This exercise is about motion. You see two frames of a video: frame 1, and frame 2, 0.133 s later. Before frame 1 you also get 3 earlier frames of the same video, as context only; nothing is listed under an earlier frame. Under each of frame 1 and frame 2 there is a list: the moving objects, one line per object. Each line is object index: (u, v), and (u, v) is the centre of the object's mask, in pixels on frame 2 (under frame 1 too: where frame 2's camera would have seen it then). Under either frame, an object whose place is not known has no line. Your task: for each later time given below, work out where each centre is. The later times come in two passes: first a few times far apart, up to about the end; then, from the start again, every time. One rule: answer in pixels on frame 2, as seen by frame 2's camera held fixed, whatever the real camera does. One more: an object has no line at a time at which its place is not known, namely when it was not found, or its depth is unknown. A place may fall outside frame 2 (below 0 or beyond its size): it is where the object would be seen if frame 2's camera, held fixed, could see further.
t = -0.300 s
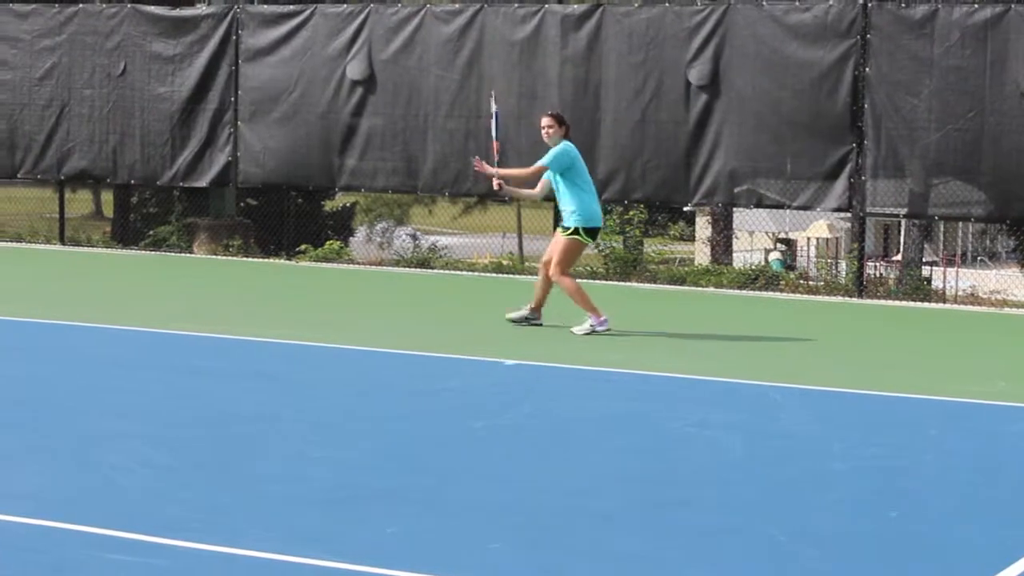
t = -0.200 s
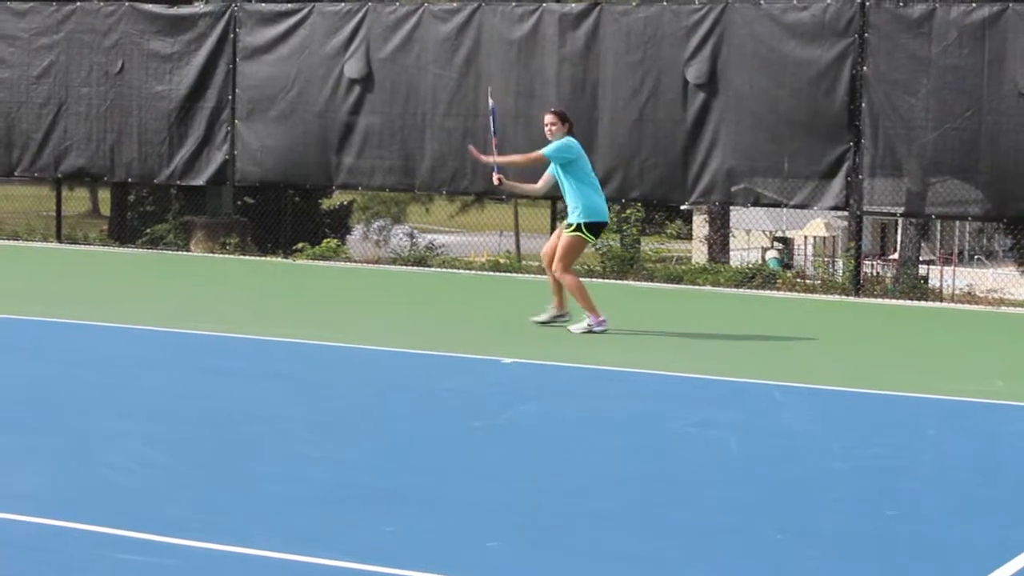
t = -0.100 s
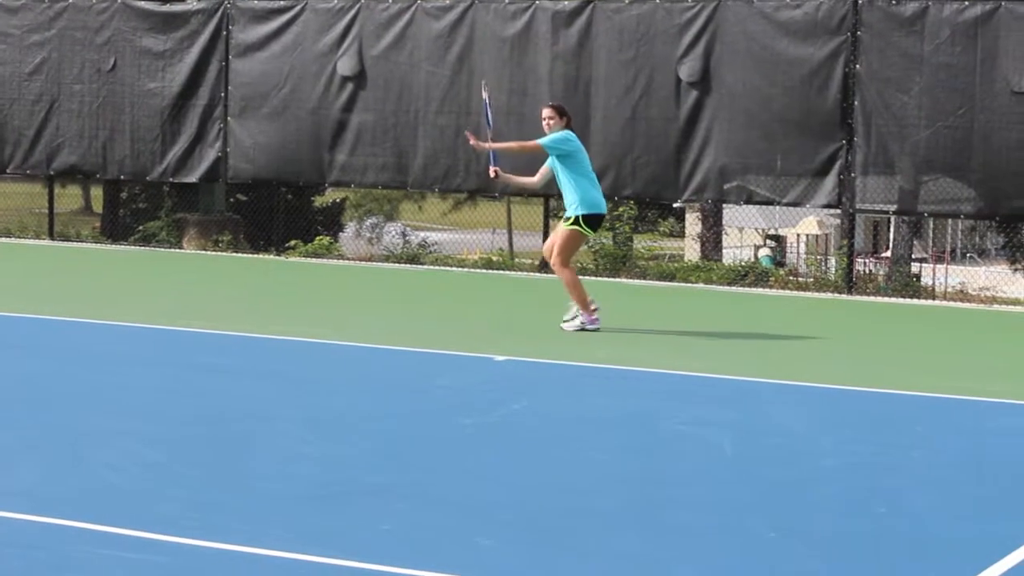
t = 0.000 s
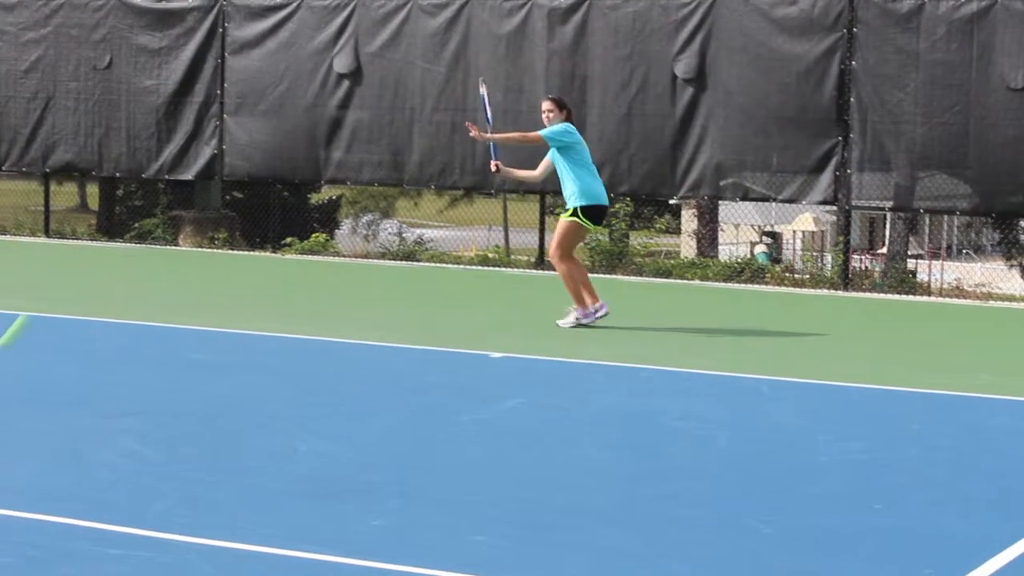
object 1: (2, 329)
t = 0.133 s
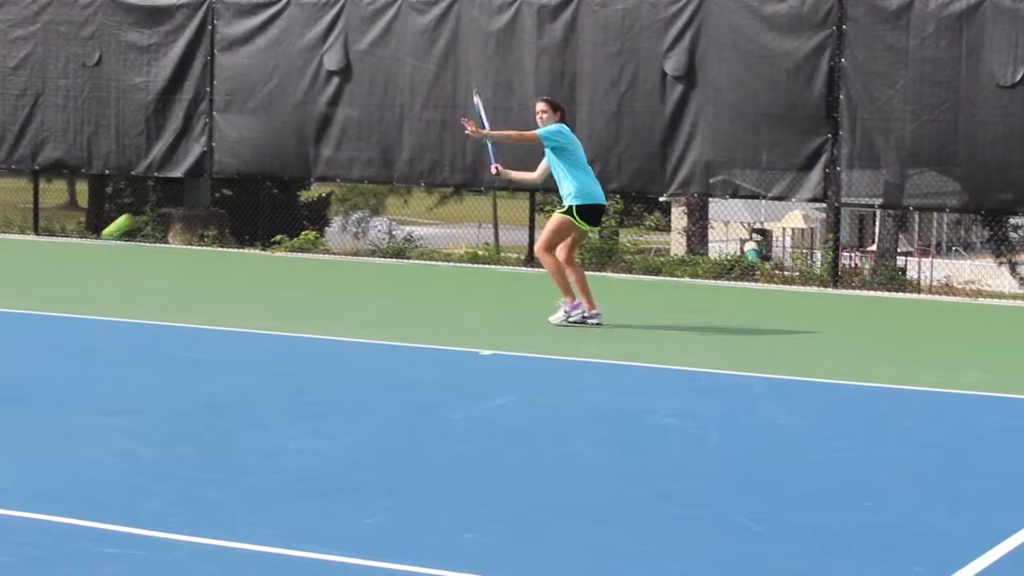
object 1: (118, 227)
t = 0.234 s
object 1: (191, 183)
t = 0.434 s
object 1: (313, 163)
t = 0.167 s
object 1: (142, 211)
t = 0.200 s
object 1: (167, 195)
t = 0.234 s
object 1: (191, 183)
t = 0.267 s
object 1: (213, 174)
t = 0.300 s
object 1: (235, 168)
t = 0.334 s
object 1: (255, 163)
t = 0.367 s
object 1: (275, 161)
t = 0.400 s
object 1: (294, 161)
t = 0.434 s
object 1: (313, 163)
